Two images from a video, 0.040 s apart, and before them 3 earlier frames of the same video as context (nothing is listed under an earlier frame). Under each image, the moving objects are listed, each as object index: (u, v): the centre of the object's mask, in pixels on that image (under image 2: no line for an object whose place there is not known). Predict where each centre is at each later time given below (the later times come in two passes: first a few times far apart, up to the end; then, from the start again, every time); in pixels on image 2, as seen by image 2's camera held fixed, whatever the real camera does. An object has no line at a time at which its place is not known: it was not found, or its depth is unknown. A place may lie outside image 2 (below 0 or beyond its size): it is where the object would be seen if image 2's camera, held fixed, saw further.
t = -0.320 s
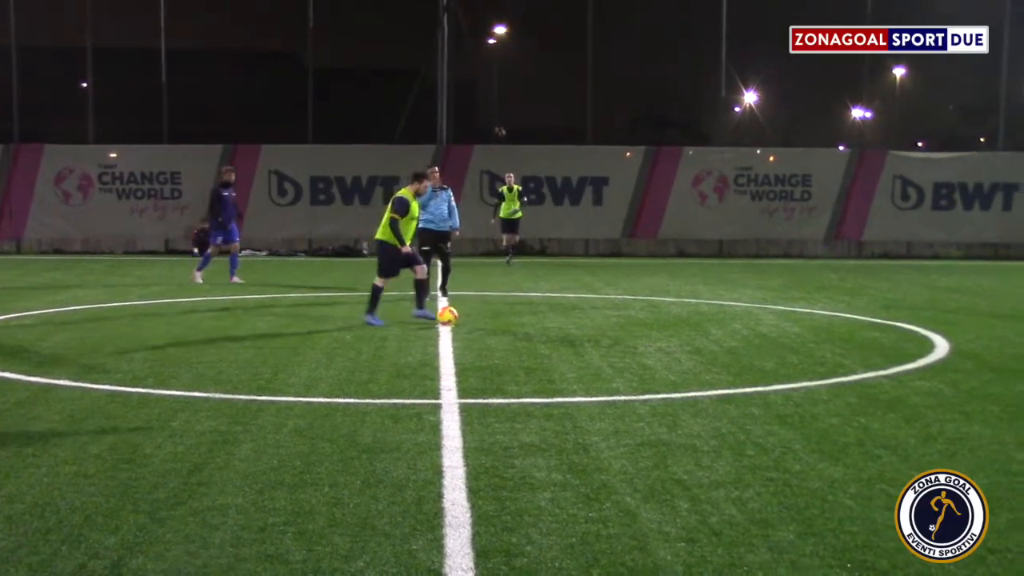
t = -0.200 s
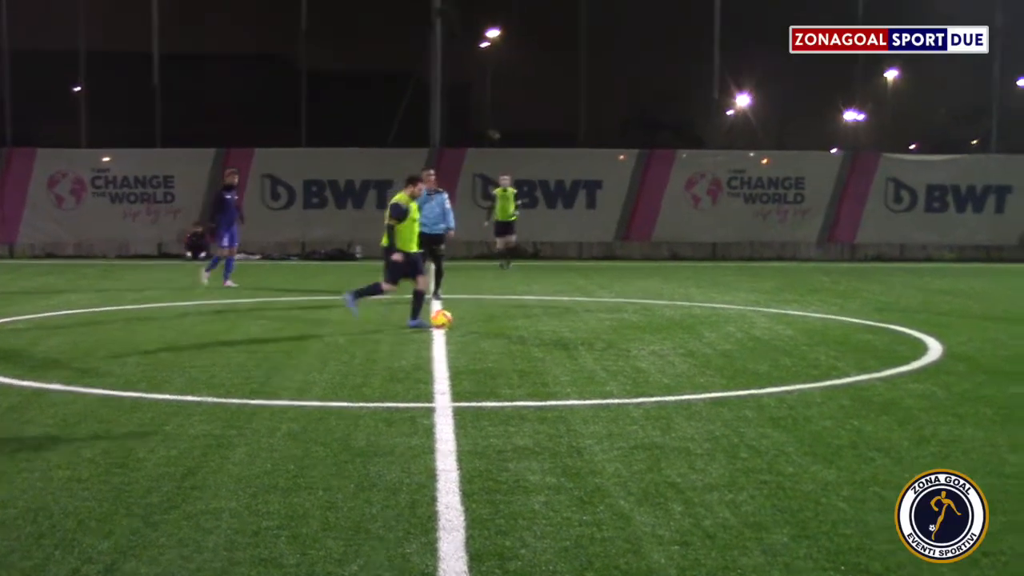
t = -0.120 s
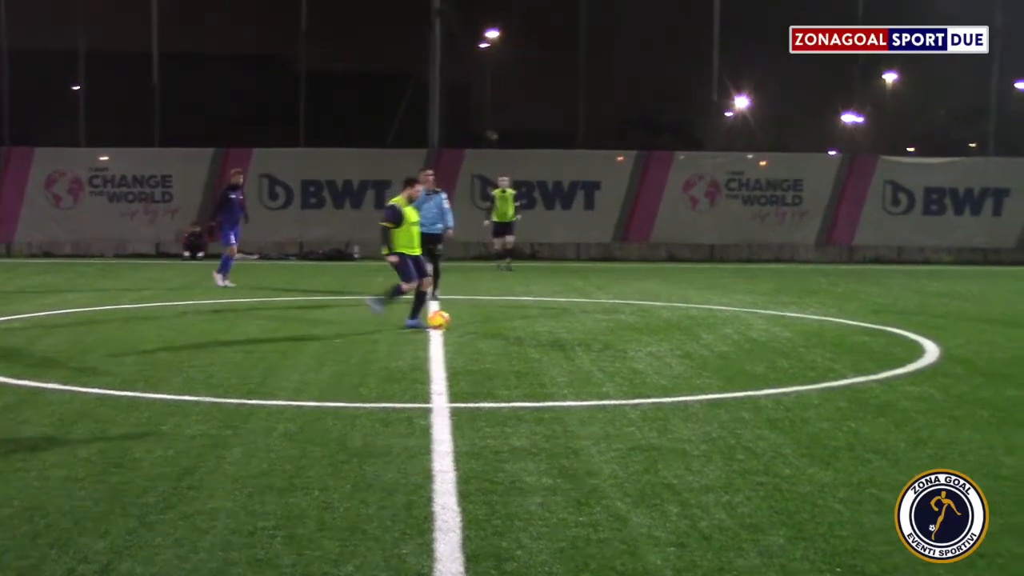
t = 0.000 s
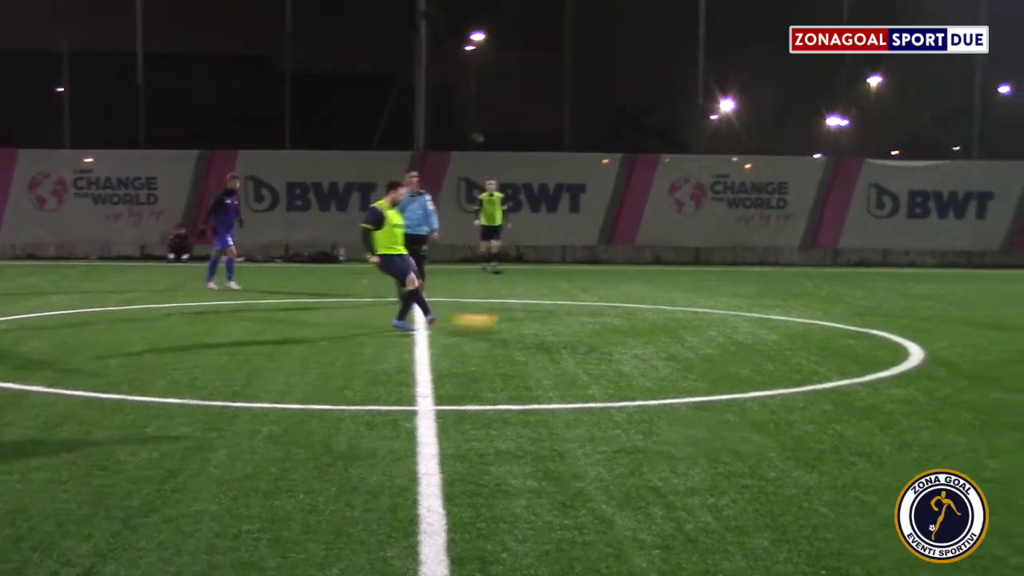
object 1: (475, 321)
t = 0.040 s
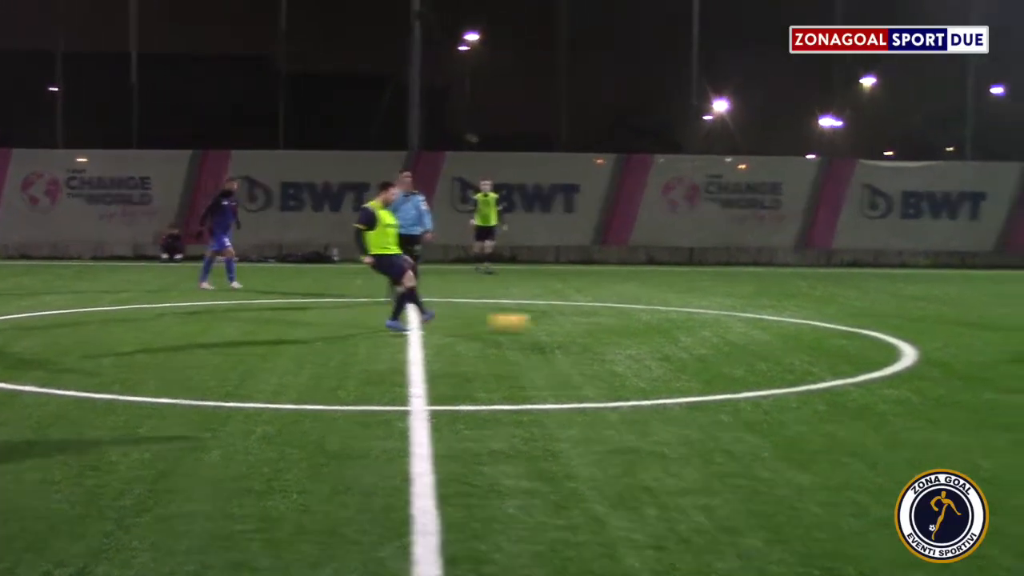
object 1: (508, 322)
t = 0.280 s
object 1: (728, 325)
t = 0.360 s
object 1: (789, 324)
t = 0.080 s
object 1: (547, 323)
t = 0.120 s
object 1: (584, 323)
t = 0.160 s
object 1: (622, 323)
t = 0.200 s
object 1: (658, 323)
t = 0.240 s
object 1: (692, 325)
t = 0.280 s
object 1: (728, 325)
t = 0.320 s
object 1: (757, 324)
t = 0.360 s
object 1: (789, 324)
